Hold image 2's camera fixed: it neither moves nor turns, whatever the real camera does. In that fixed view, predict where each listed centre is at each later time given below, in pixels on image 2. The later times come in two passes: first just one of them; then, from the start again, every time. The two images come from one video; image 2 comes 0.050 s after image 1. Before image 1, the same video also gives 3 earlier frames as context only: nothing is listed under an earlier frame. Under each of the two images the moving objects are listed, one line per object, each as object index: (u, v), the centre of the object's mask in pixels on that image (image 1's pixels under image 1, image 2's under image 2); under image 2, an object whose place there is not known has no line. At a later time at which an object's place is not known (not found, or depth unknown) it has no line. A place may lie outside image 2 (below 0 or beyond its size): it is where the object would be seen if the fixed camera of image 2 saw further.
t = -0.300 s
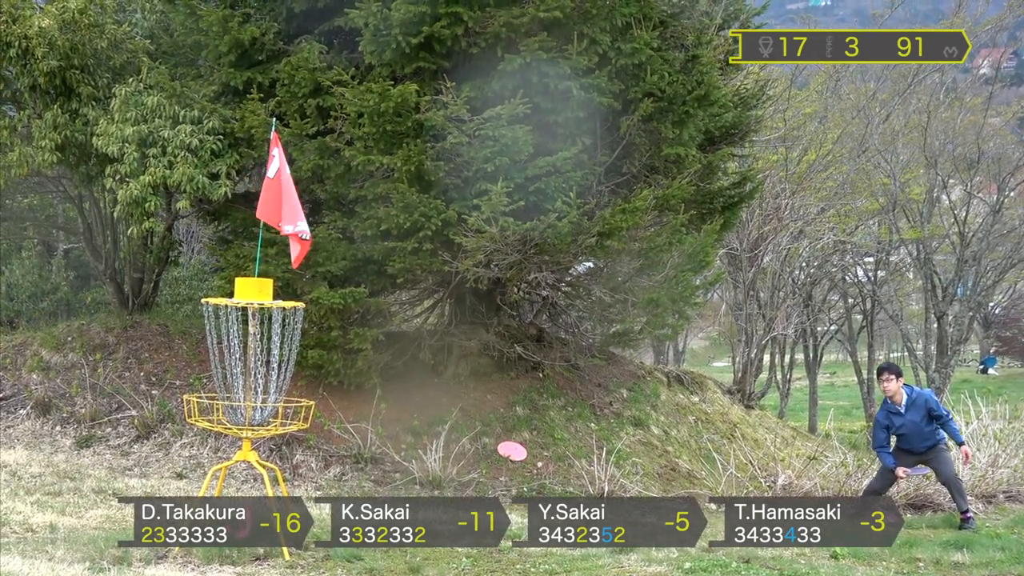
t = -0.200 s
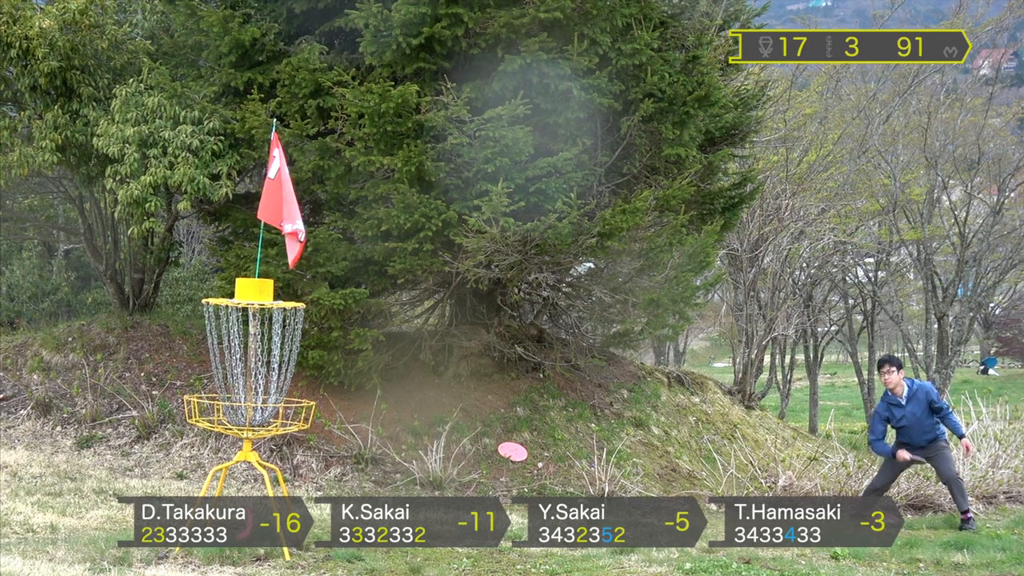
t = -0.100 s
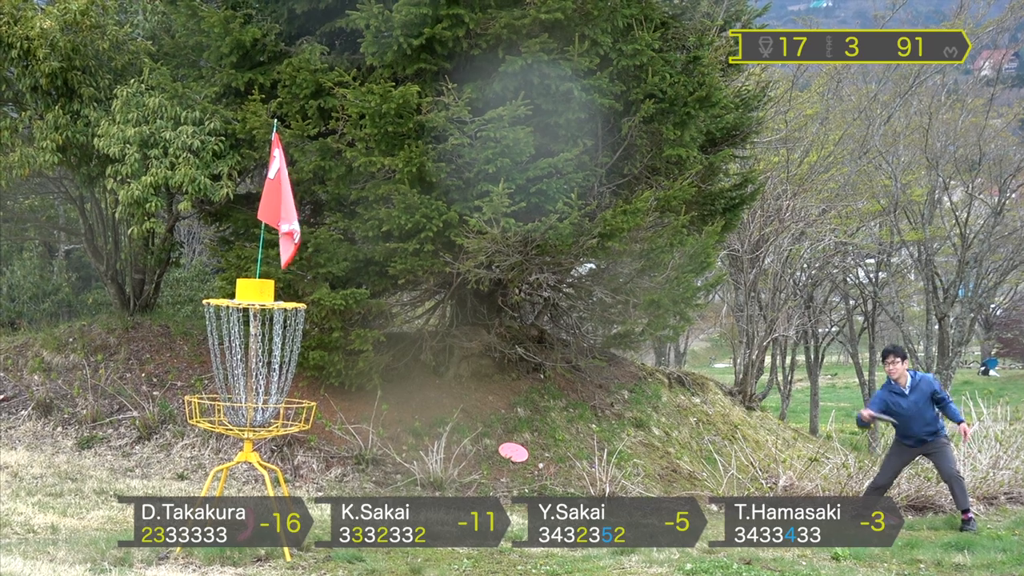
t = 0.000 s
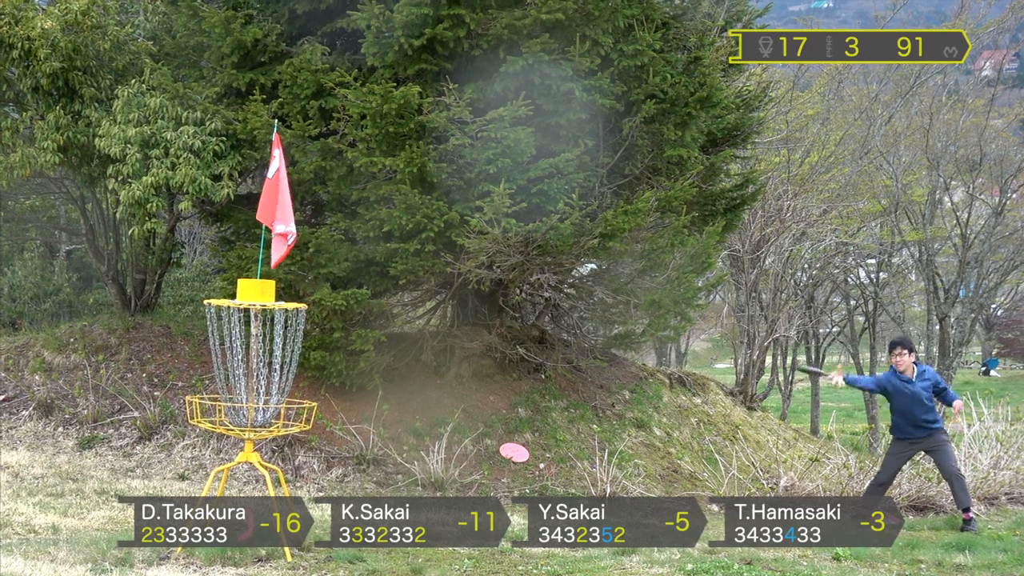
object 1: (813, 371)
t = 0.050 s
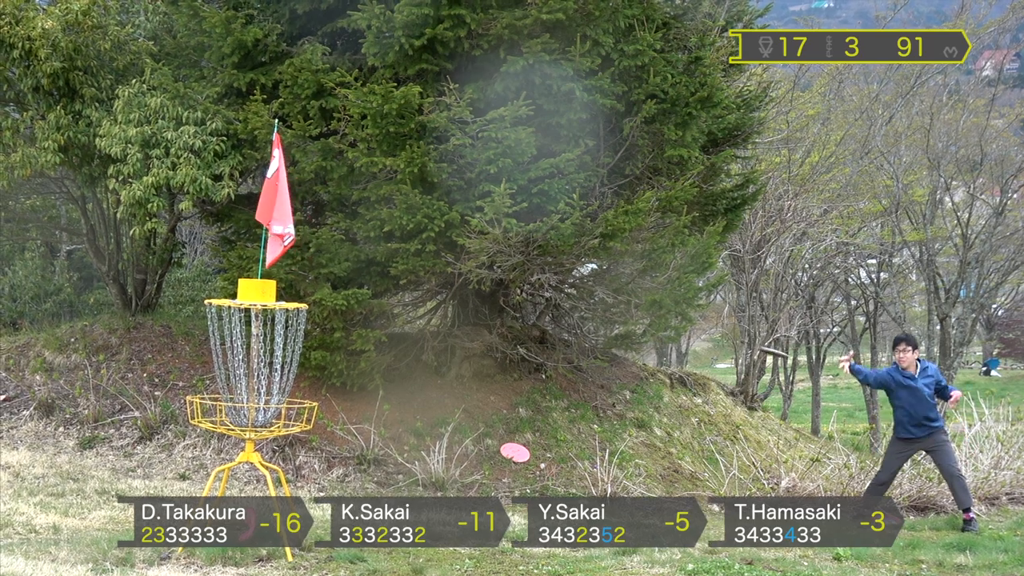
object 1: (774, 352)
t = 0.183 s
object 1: (668, 319)
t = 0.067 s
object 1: (760, 347)
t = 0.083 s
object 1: (749, 342)
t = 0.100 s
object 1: (736, 338)
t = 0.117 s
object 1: (722, 333)
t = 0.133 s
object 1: (709, 329)
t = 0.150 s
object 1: (696, 326)
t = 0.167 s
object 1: (681, 322)
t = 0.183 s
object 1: (668, 319)
